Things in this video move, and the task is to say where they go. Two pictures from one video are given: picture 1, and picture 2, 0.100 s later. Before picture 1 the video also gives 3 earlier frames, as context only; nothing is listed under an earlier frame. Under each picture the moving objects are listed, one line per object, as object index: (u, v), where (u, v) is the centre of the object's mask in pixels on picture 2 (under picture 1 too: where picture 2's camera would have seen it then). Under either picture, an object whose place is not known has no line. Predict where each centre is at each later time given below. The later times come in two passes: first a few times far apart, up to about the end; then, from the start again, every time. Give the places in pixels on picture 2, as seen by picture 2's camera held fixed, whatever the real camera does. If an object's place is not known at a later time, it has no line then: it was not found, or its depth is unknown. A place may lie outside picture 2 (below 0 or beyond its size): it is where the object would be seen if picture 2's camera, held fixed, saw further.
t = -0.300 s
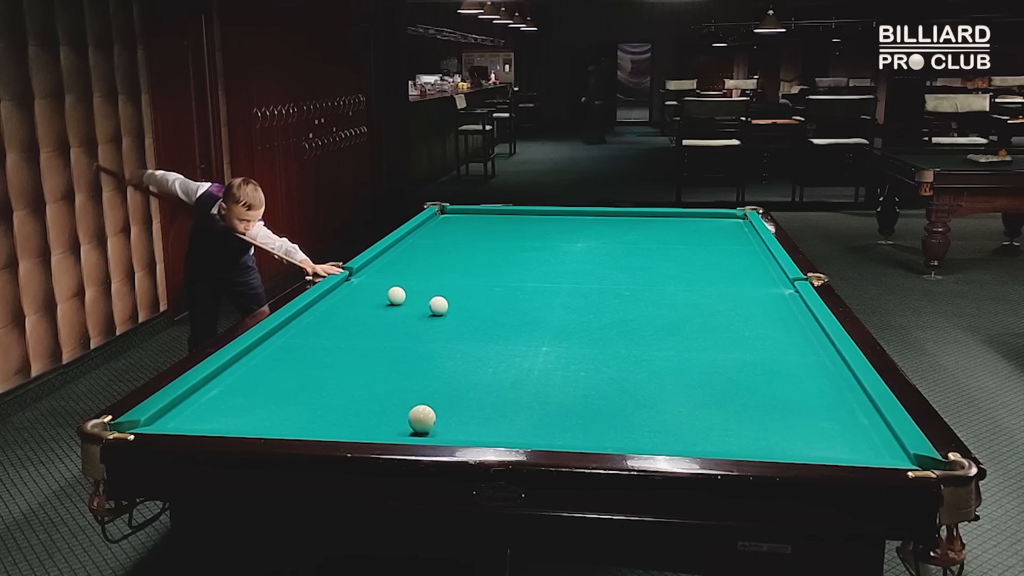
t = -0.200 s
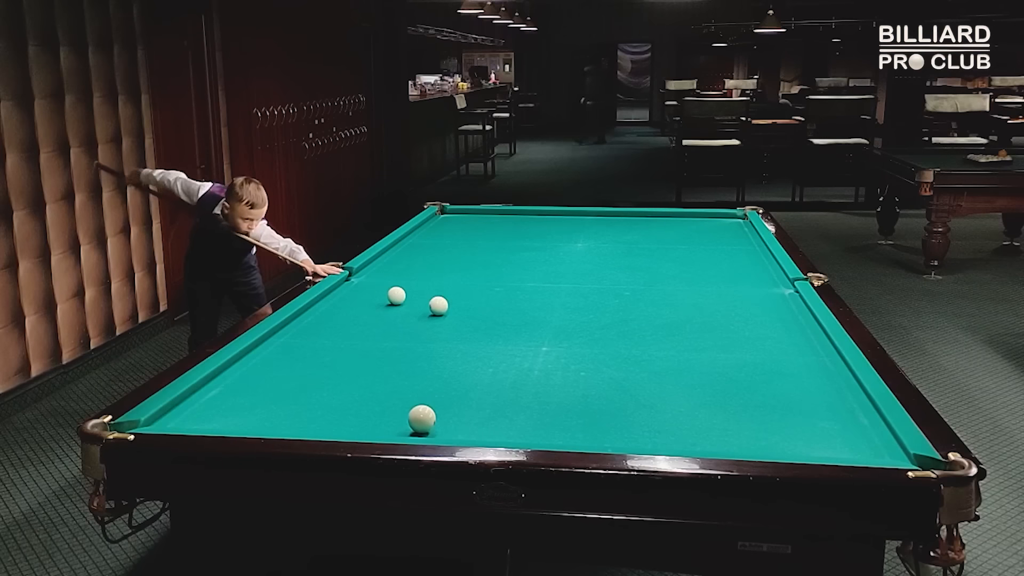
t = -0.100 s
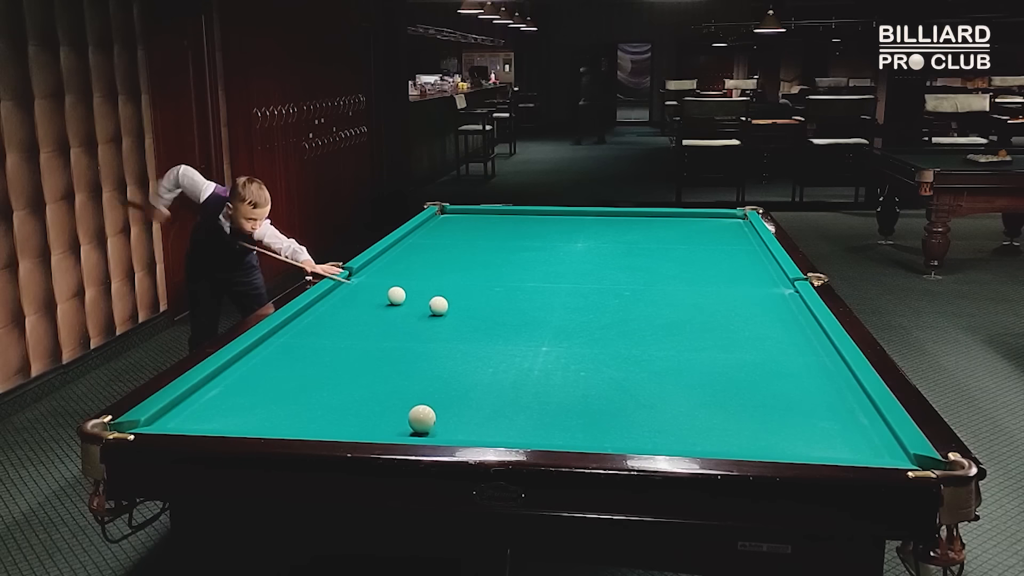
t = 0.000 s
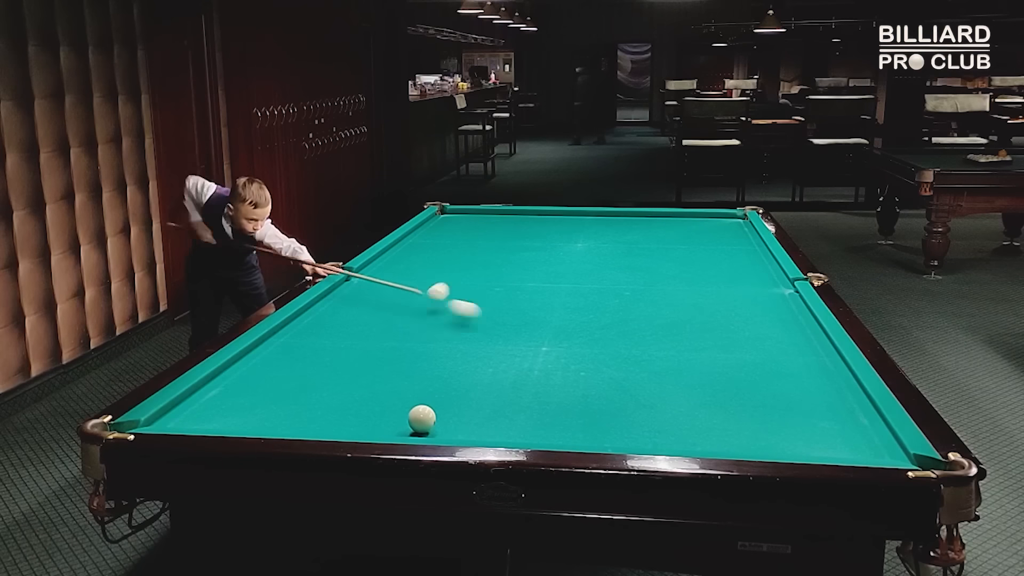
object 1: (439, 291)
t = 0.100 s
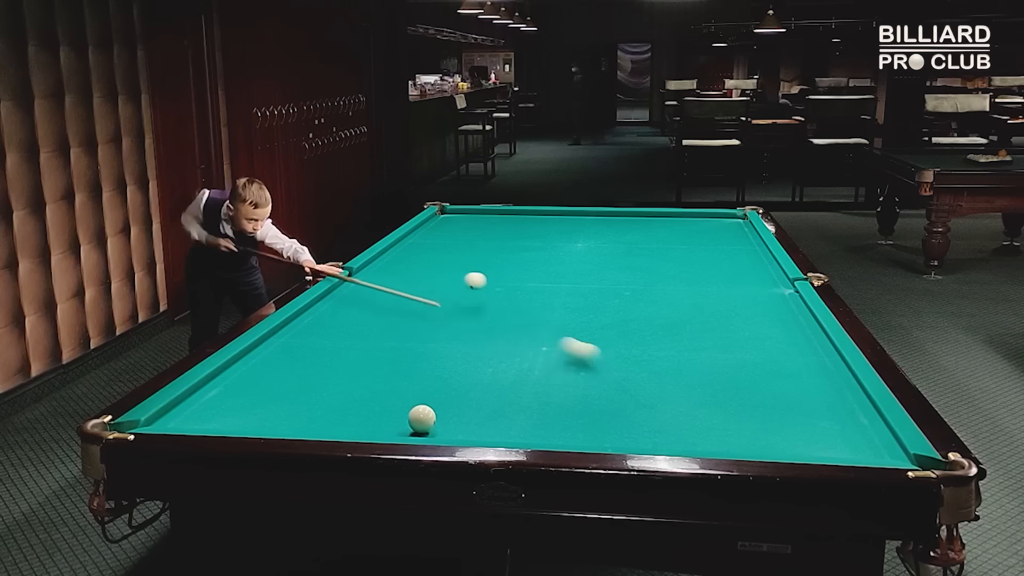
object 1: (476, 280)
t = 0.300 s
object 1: (549, 286)
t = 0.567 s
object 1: (650, 287)
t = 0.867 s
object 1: (772, 287)
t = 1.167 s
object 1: (717, 281)
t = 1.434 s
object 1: (658, 276)
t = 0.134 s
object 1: (488, 282)
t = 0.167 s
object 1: (499, 287)
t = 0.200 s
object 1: (512, 292)
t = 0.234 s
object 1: (524, 287)
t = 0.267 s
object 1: (537, 285)
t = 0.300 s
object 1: (549, 286)
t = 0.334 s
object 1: (561, 289)
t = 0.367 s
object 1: (573, 287)
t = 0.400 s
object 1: (586, 287)
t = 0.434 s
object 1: (598, 287)
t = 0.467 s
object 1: (611, 287)
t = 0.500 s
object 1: (624, 287)
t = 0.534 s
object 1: (637, 287)
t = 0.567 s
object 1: (650, 287)
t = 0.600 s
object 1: (664, 287)
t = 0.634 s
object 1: (678, 287)
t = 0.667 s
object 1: (691, 287)
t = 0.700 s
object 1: (705, 287)
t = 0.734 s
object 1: (718, 287)
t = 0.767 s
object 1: (731, 287)
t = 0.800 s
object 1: (745, 287)
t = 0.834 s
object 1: (758, 287)
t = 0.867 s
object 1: (772, 287)
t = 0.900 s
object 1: (785, 286)
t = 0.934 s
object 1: (780, 286)
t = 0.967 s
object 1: (768, 285)
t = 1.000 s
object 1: (758, 285)
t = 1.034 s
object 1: (749, 284)
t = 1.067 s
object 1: (741, 283)
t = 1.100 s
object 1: (732, 282)
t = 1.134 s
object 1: (725, 282)
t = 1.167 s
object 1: (717, 281)
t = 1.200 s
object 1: (710, 280)
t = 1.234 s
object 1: (702, 280)
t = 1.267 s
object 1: (695, 279)
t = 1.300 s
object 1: (687, 278)
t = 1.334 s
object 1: (680, 278)
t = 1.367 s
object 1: (673, 277)
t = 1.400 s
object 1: (665, 276)
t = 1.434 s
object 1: (658, 276)
